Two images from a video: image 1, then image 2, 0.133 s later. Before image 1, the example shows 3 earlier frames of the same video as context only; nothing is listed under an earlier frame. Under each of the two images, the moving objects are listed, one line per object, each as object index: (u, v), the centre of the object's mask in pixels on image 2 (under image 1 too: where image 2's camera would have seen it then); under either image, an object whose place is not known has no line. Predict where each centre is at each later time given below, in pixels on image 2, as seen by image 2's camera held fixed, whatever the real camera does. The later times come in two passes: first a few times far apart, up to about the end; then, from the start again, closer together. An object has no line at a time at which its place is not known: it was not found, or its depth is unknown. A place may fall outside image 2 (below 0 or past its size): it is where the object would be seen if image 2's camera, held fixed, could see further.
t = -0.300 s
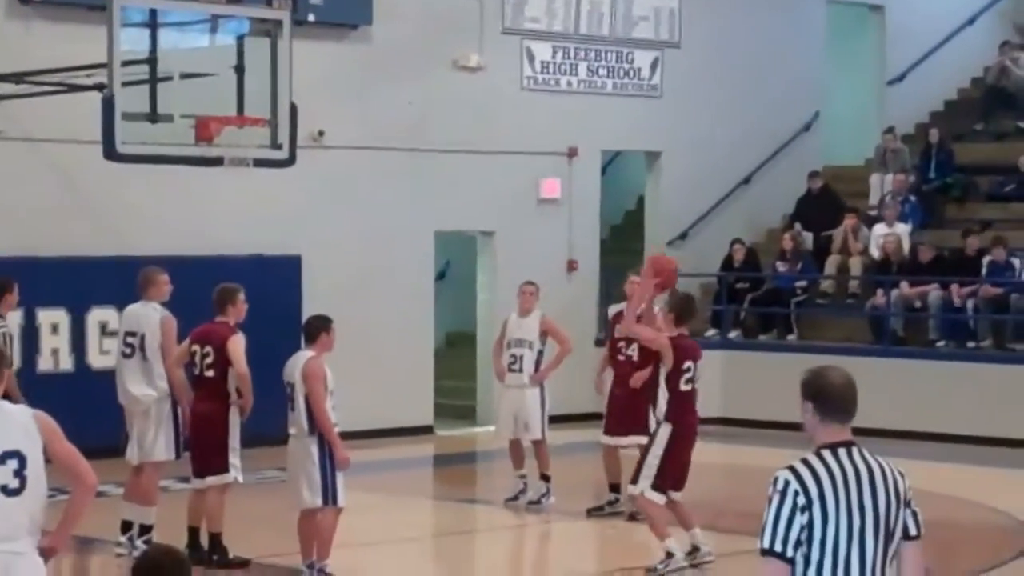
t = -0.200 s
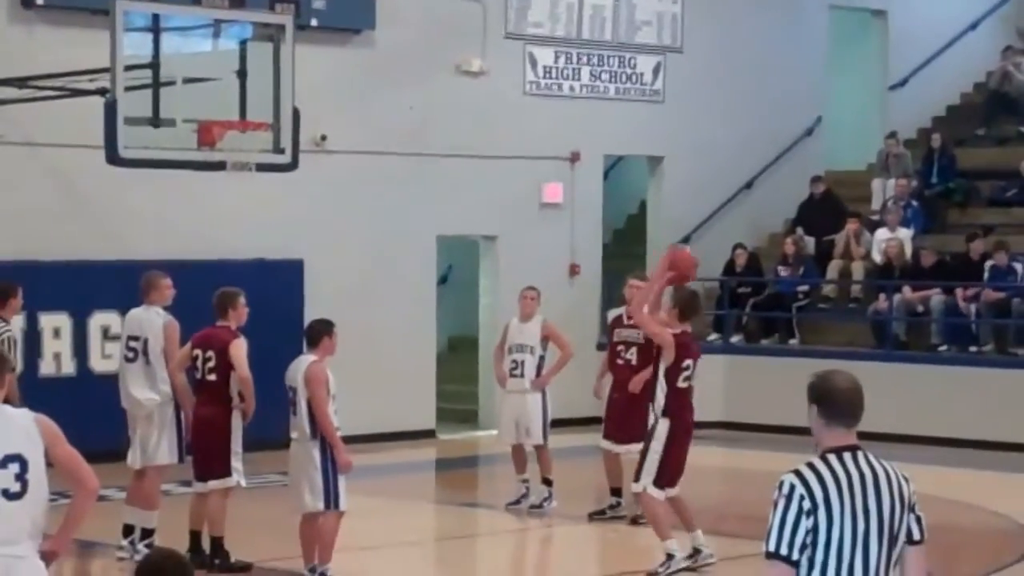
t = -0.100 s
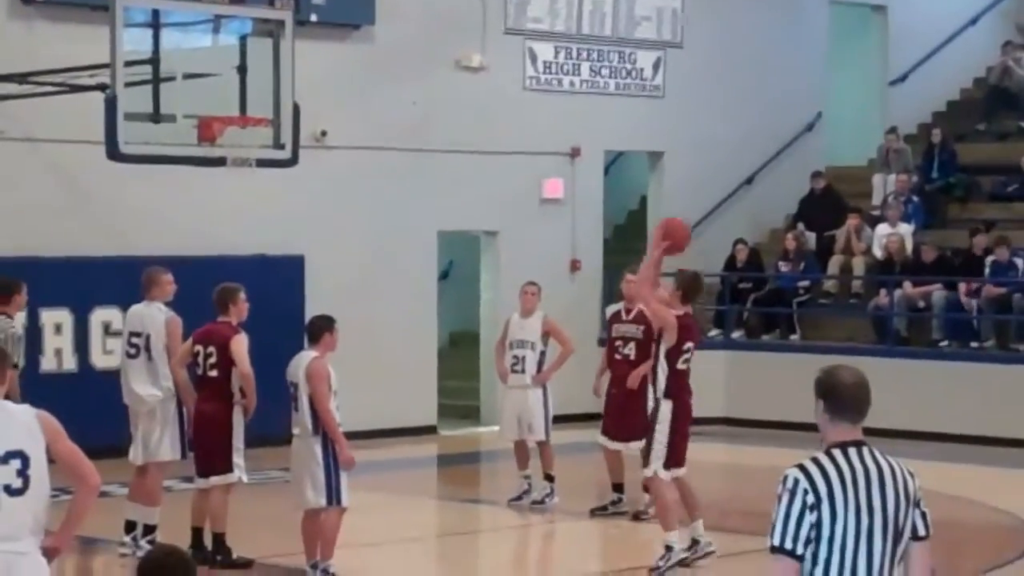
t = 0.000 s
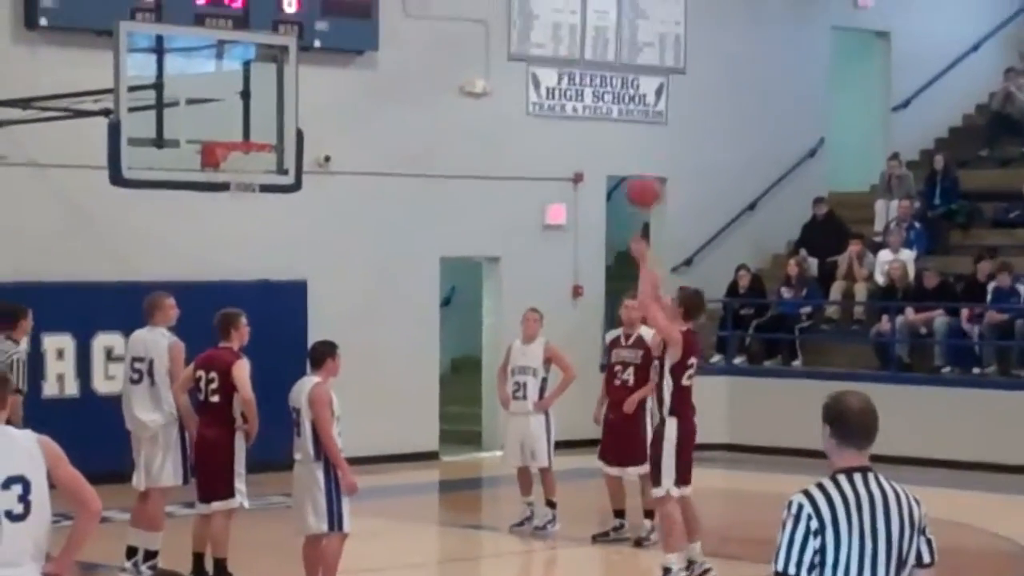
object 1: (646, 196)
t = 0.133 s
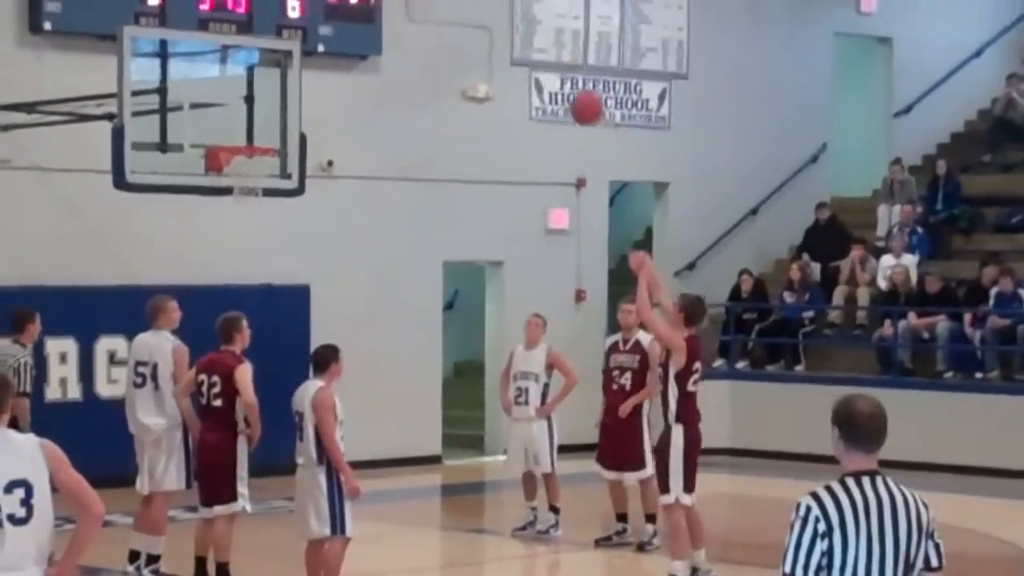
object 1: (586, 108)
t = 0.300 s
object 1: (515, 38)
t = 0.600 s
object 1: (399, 15)
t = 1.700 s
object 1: (464, 220)
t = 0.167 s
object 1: (571, 91)
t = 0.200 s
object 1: (557, 74)
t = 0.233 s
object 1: (543, 60)
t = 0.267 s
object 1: (529, 48)
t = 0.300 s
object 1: (515, 38)
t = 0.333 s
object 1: (502, 29)
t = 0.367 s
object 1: (488, 22)
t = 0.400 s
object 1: (475, 17)
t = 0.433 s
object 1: (462, 13)
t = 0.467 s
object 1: (449, 10)
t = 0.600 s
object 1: (399, 15)
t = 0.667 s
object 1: (375, 25)
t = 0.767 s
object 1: (339, 54)
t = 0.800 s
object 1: (327, 65)
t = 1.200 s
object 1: (334, 88)
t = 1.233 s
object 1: (342, 87)
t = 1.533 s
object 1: (421, 139)
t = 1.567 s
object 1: (429, 152)
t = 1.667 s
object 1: (456, 201)
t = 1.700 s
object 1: (464, 220)
